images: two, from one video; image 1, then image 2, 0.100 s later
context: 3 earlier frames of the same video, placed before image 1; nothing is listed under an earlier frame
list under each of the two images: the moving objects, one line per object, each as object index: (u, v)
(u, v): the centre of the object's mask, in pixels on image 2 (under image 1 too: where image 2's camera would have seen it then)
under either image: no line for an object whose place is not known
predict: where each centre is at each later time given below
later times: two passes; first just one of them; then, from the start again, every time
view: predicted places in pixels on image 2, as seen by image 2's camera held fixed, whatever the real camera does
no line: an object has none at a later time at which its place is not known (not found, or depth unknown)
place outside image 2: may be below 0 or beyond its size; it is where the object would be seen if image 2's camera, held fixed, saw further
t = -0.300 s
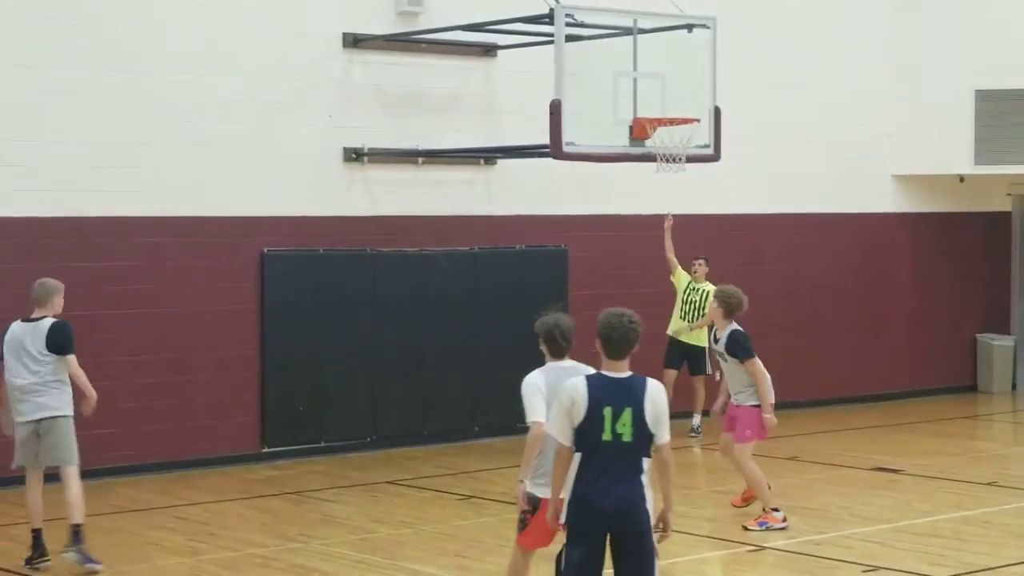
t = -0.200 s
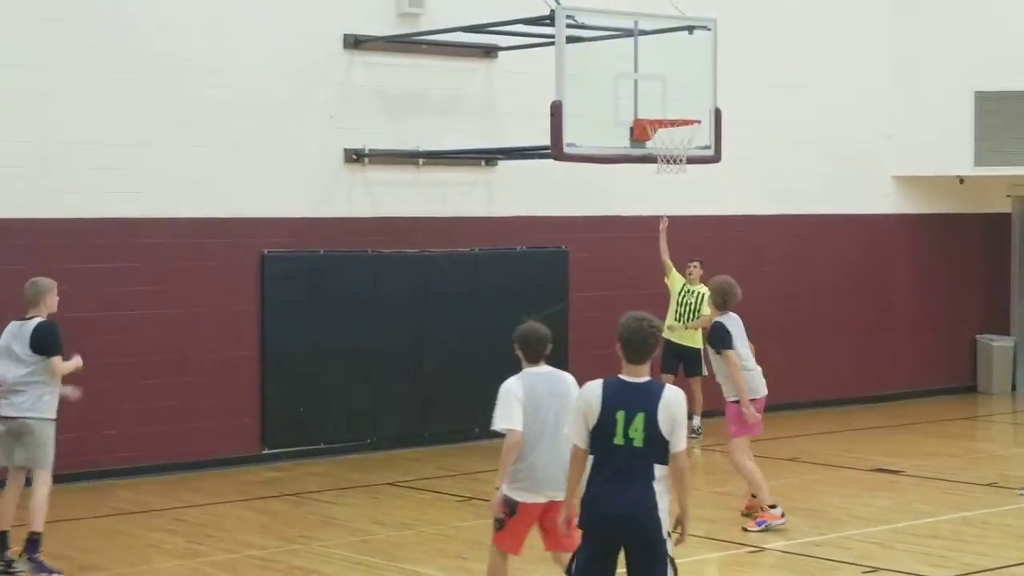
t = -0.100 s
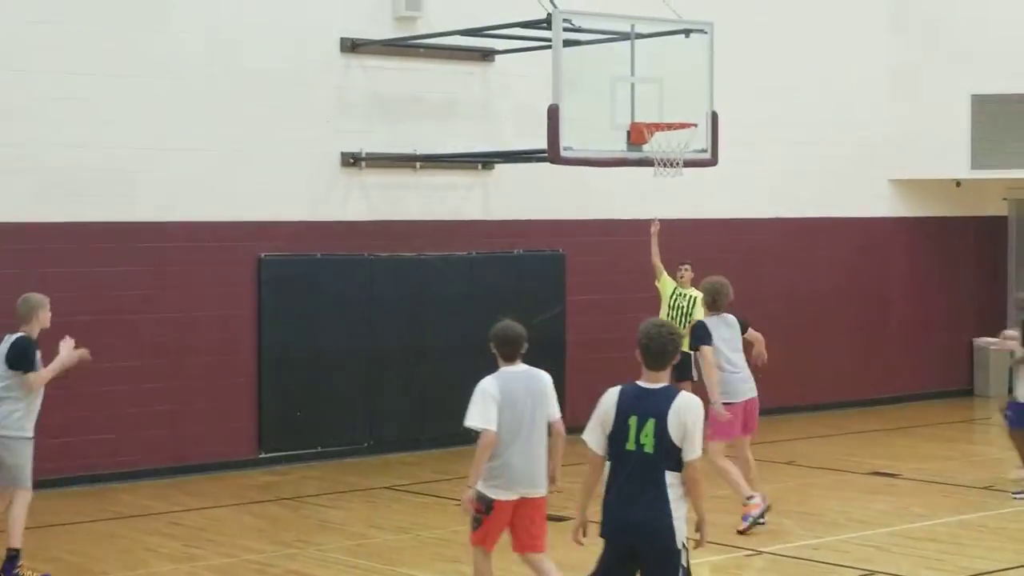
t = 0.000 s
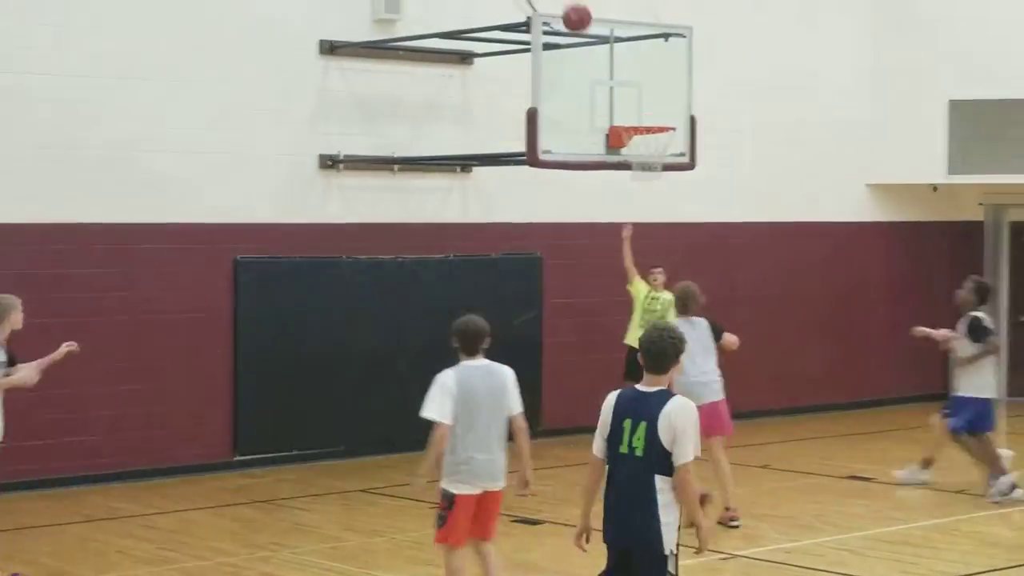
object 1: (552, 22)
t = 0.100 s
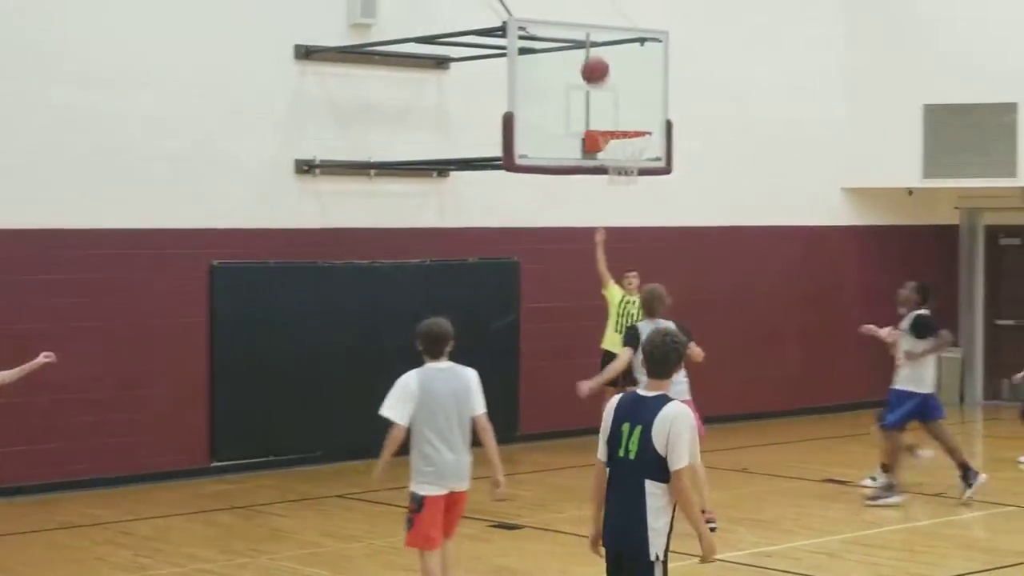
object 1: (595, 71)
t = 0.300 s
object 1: (603, 163)
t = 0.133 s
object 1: (608, 89)
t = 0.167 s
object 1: (622, 108)
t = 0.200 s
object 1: (635, 128)
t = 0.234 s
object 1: (629, 143)
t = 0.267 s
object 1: (615, 155)
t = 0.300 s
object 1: (603, 163)
